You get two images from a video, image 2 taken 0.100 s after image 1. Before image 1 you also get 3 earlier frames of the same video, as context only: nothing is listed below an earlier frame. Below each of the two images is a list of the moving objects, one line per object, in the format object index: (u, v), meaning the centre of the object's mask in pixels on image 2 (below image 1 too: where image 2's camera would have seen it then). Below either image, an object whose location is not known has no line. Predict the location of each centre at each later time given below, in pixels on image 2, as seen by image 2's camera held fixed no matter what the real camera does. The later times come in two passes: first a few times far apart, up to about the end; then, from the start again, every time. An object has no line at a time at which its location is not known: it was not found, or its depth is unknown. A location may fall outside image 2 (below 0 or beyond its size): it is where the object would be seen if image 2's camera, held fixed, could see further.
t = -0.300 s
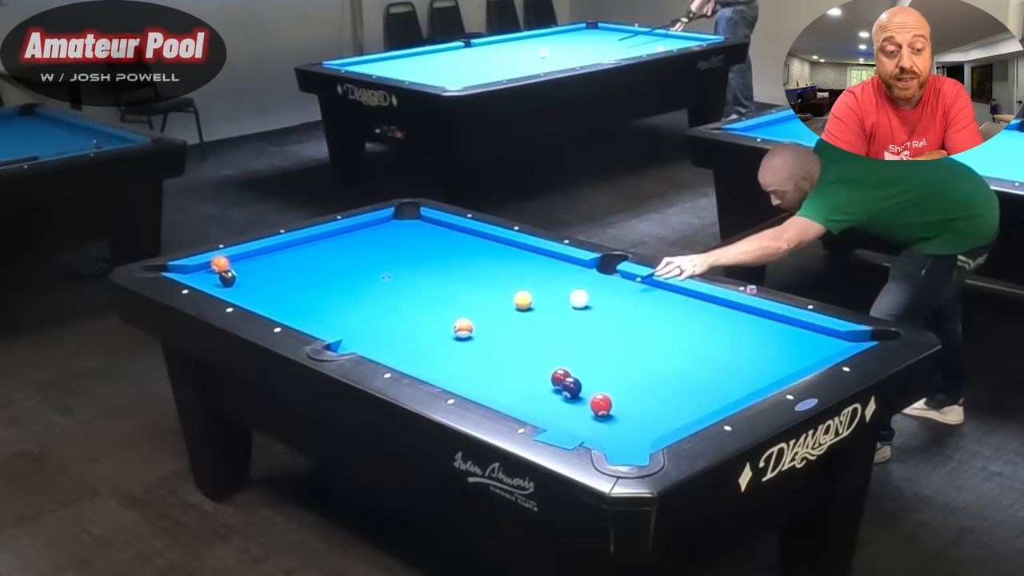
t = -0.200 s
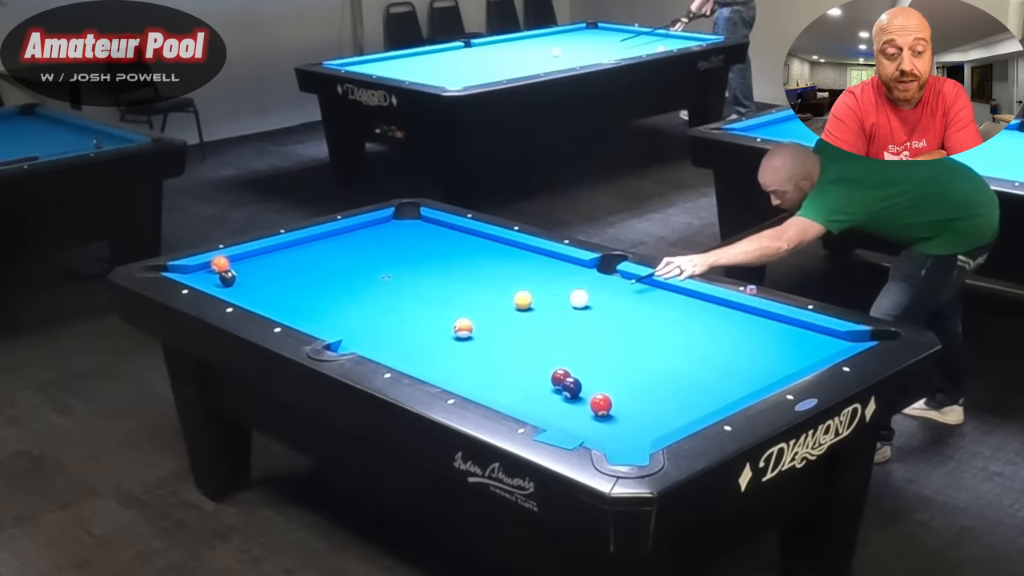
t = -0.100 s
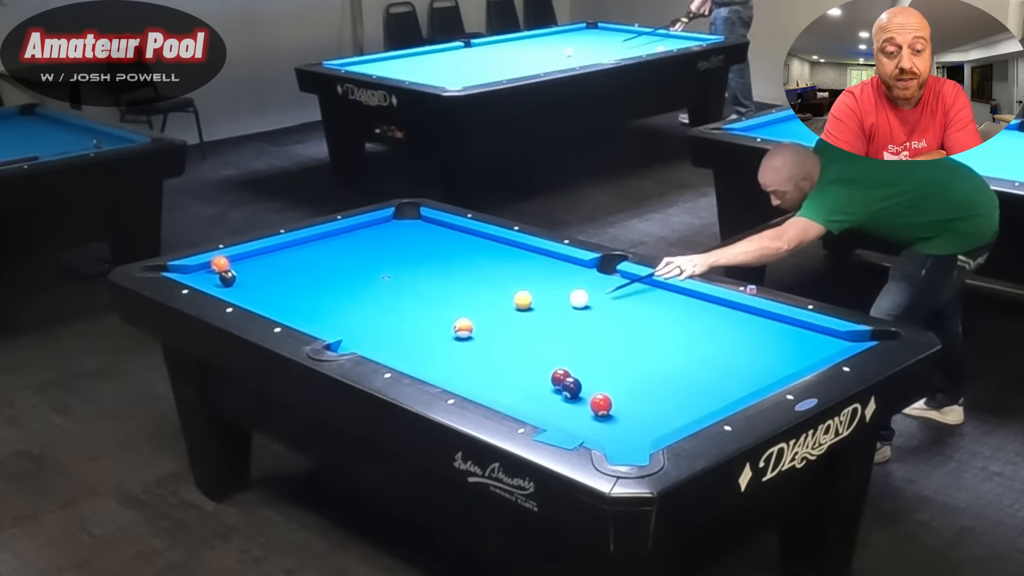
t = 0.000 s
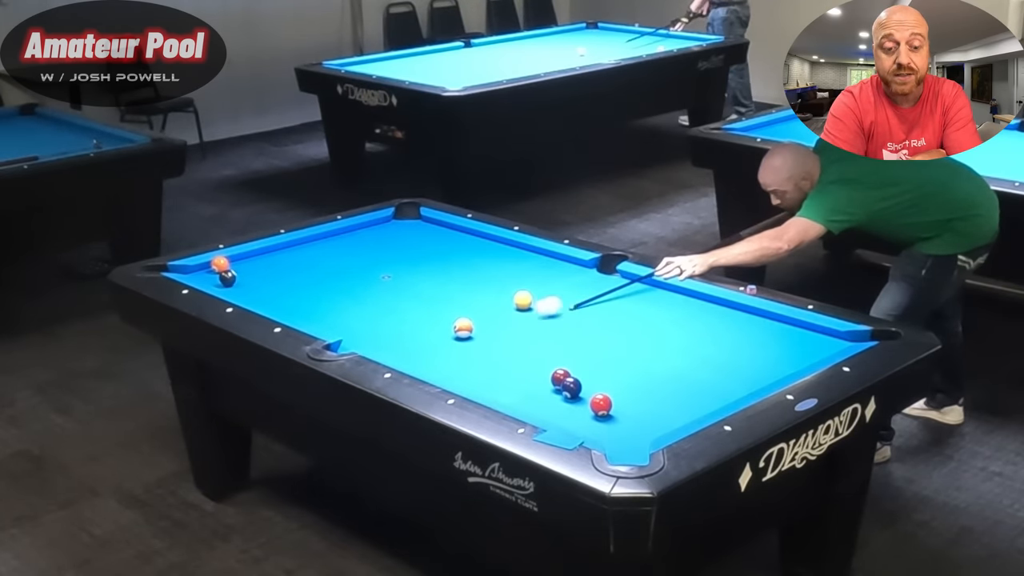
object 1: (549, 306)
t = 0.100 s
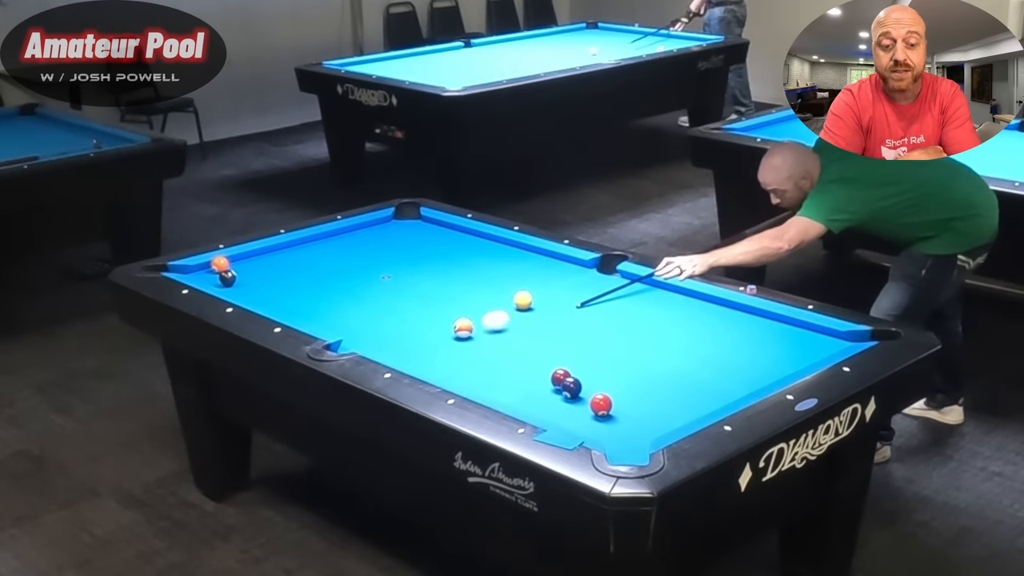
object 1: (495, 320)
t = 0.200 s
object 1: (484, 326)
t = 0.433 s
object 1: (496, 328)
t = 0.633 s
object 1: (506, 329)
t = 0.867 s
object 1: (516, 331)
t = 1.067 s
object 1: (523, 332)
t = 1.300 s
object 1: (531, 333)
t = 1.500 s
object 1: (535, 333)
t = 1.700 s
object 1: (539, 334)
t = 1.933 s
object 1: (542, 335)
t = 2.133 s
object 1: (544, 335)
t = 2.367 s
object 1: (545, 336)
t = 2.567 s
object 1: (545, 336)
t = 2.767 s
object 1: (545, 336)
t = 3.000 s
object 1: (545, 336)
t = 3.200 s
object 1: (545, 336)
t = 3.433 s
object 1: (545, 336)
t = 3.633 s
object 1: (545, 336)
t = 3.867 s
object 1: (545, 336)
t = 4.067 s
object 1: (545, 336)
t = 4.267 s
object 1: (545, 336)
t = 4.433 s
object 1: (545, 336)
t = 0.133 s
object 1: (482, 324)
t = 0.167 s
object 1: (482, 326)
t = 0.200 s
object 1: (484, 326)
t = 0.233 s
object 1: (486, 326)
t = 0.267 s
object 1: (488, 326)
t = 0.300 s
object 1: (489, 326)
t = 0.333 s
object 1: (491, 327)
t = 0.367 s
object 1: (493, 327)
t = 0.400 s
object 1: (494, 327)
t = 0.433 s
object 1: (496, 328)
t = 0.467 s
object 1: (498, 328)
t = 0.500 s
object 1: (500, 328)
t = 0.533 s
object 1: (501, 328)
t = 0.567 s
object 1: (503, 329)
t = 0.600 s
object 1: (504, 329)
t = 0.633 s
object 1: (506, 329)
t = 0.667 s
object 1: (507, 329)
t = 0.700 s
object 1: (509, 330)
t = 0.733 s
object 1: (510, 330)
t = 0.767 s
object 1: (512, 330)
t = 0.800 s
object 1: (513, 330)
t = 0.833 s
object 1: (514, 331)
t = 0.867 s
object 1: (516, 331)
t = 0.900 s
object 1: (517, 331)
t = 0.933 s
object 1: (518, 331)
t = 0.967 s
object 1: (520, 331)
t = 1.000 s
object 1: (521, 331)
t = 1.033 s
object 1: (522, 331)
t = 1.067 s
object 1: (523, 332)
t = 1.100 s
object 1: (524, 332)
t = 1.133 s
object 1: (525, 332)
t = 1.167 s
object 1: (526, 332)
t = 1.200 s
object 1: (527, 332)
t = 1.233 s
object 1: (528, 332)
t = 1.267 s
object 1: (530, 332)
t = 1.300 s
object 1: (531, 333)
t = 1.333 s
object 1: (531, 333)
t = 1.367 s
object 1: (532, 333)
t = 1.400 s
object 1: (533, 333)
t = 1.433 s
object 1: (534, 333)
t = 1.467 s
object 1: (535, 333)
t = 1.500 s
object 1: (535, 333)
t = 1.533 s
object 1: (536, 334)
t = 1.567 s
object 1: (537, 334)
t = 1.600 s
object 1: (537, 334)
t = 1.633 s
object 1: (538, 334)
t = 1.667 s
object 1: (539, 334)
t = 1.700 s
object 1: (539, 334)
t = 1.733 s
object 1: (540, 334)
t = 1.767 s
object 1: (540, 335)
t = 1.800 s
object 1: (541, 335)
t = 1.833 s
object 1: (541, 335)
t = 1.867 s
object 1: (542, 335)
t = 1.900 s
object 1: (542, 335)
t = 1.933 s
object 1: (542, 335)
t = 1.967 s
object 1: (543, 335)
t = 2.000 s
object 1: (543, 335)
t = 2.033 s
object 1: (543, 335)
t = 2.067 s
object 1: (543, 335)
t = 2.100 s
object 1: (544, 335)
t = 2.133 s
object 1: (544, 335)
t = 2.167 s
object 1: (544, 335)
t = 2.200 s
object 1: (544, 335)
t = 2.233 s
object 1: (545, 336)
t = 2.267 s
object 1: (545, 335)
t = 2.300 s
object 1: (545, 335)
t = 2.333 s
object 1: (545, 336)
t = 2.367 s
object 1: (545, 336)
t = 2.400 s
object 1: (545, 336)
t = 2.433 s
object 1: (545, 336)
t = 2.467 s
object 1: (545, 336)
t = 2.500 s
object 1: (545, 336)
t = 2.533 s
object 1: (545, 336)
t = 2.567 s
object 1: (545, 336)
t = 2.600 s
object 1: (545, 336)
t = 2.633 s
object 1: (545, 336)
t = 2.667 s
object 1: (545, 336)
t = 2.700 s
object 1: (545, 336)
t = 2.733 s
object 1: (545, 336)
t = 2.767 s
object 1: (545, 336)
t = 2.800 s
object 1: (545, 336)
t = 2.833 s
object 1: (545, 336)
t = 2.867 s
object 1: (545, 336)
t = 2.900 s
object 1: (545, 336)
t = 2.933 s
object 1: (545, 336)
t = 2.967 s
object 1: (545, 336)
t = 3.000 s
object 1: (545, 336)
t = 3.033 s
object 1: (544, 336)
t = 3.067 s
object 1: (544, 336)
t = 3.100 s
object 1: (545, 336)
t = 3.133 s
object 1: (545, 336)
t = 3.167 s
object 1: (545, 336)
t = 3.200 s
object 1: (545, 336)
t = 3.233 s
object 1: (545, 336)
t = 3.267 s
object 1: (544, 336)
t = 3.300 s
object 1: (545, 336)
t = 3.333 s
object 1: (545, 336)
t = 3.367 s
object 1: (545, 336)
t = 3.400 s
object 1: (545, 336)
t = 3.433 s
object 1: (545, 336)
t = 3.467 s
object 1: (545, 336)
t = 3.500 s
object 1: (545, 336)
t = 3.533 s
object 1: (545, 336)
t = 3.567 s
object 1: (545, 336)
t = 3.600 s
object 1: (545, 336)
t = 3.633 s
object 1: (545, 336)
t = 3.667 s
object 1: (545, 336)
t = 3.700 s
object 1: (545, 336)
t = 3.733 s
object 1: (545, 336)
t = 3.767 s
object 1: (545, 336)
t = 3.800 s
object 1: (545, 336)
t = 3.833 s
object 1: (545, 336)
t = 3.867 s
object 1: (545, 336)
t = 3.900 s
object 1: (545, 336)
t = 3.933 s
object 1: (545, 336)
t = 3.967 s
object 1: (545, 336)
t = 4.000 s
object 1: (545, 336)
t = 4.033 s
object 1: (545, 336)
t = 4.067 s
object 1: (545, 336)
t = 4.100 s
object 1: (545, 336)
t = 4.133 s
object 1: (545, 336)
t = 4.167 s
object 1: (545, 336)
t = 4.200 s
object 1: (545, 336)
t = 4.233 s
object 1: (545, 336)
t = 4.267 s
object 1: (545, 336)
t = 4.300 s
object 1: (545, 336)
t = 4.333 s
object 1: (545, 336)
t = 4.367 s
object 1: (545, 335)
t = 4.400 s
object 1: (545, 336)
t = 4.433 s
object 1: (545, 336)
